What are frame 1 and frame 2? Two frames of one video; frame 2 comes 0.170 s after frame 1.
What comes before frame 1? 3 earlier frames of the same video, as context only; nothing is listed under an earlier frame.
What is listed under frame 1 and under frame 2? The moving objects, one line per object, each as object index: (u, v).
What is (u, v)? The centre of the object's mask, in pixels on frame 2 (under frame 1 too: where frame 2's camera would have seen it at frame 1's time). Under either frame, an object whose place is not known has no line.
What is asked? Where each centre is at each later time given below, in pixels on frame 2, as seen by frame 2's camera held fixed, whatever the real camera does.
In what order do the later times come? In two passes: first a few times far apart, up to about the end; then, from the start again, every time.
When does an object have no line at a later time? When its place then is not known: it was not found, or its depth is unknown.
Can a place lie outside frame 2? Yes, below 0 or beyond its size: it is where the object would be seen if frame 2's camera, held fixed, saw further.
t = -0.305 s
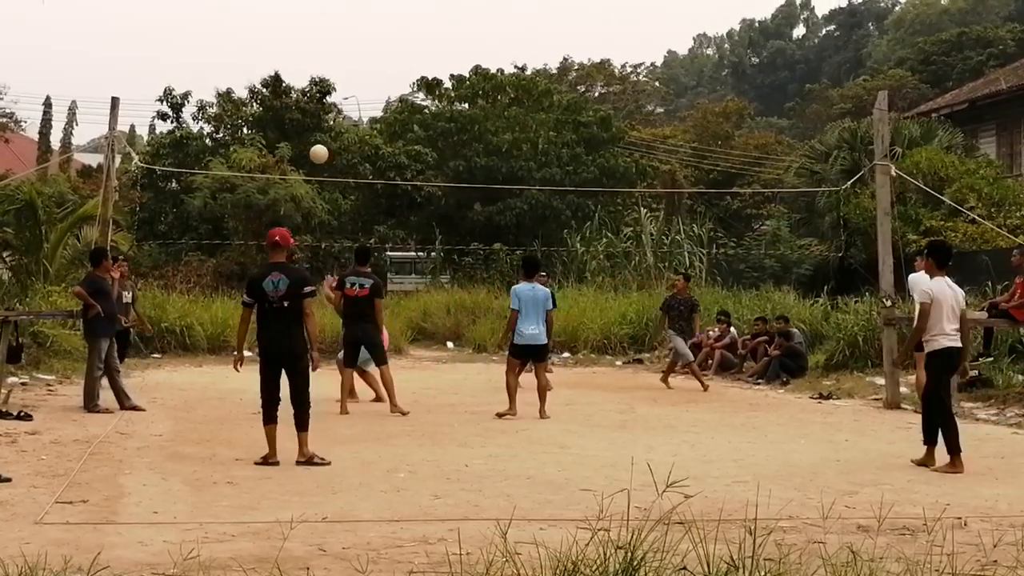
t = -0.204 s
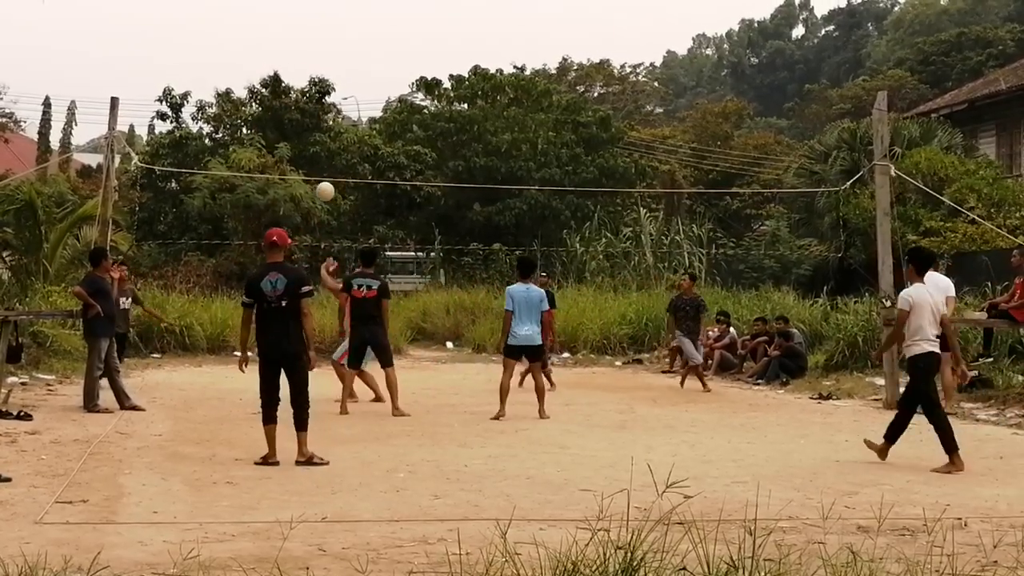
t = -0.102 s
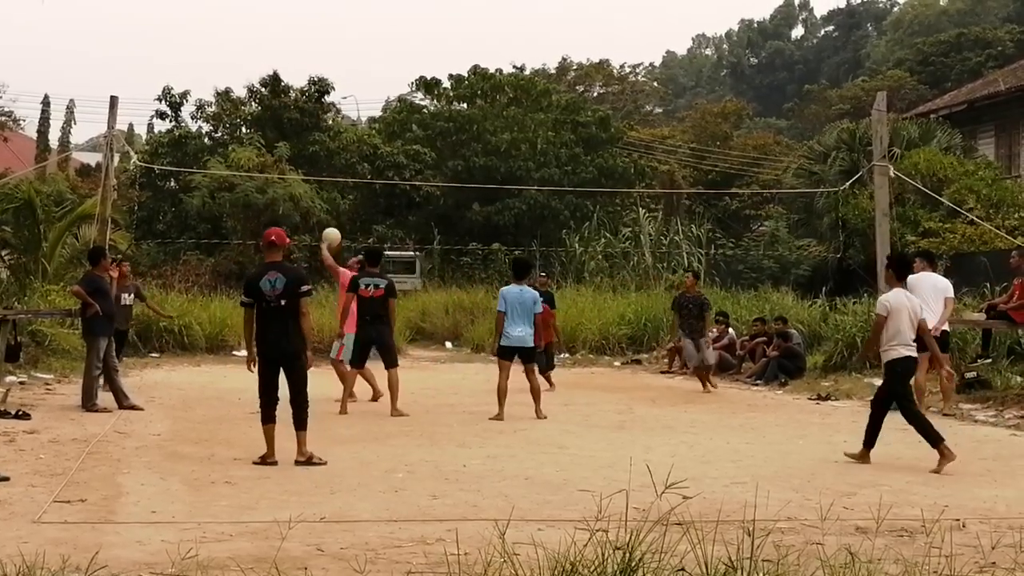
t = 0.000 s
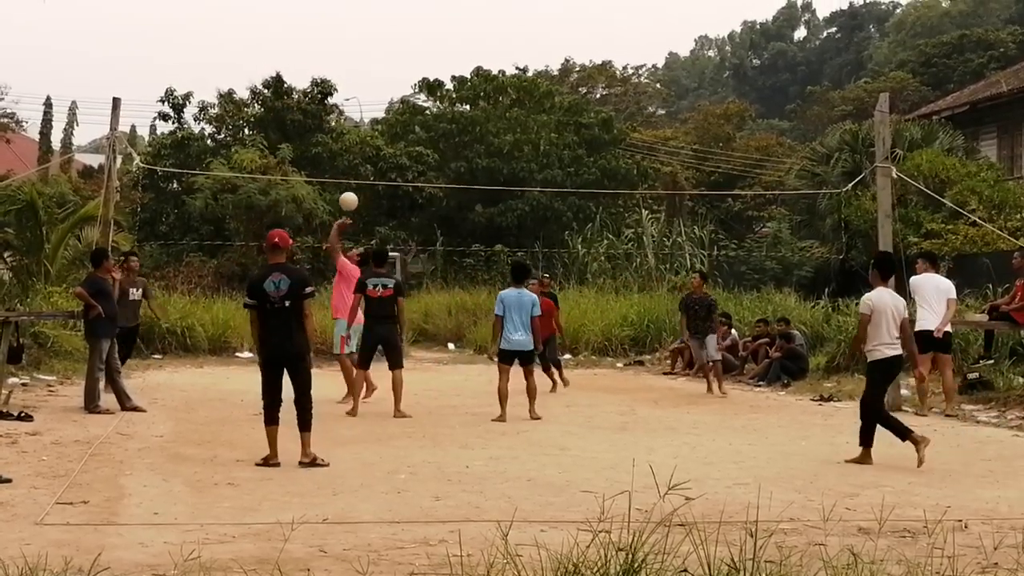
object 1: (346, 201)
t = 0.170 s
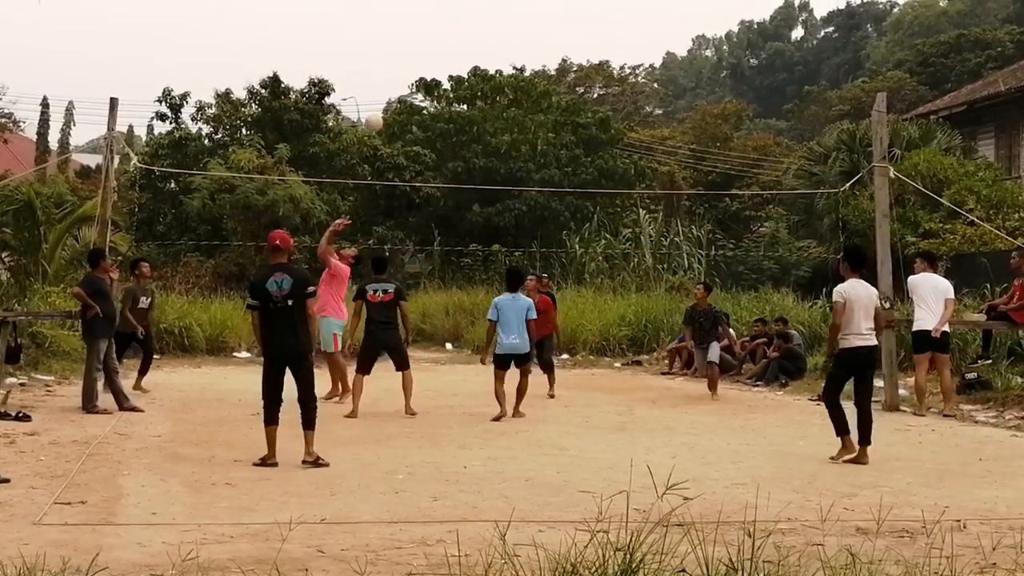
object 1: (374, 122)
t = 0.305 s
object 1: (394, 78)
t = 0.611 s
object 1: (440, 39)
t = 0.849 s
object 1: (474, 65)
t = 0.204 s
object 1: (379, 110)
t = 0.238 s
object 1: (384, 99)
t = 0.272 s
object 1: (389, 88)
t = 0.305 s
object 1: (394, 78)
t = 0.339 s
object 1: (400, 69)
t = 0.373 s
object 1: (405, 62)
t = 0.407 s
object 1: (410, 56)
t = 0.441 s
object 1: (416, 50)
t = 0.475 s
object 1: (421, 46)
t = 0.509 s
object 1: (426, 42)
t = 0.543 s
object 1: (431, 40)
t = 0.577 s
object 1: (436, 39)
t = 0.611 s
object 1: (440, 39)
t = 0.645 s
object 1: (445, 39)
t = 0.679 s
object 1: (451, 41)
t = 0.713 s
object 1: (455, 44)
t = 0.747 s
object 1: (460, 48)
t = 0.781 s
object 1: (465, 52)
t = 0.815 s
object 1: (470, 59)
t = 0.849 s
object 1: (474, 65)
